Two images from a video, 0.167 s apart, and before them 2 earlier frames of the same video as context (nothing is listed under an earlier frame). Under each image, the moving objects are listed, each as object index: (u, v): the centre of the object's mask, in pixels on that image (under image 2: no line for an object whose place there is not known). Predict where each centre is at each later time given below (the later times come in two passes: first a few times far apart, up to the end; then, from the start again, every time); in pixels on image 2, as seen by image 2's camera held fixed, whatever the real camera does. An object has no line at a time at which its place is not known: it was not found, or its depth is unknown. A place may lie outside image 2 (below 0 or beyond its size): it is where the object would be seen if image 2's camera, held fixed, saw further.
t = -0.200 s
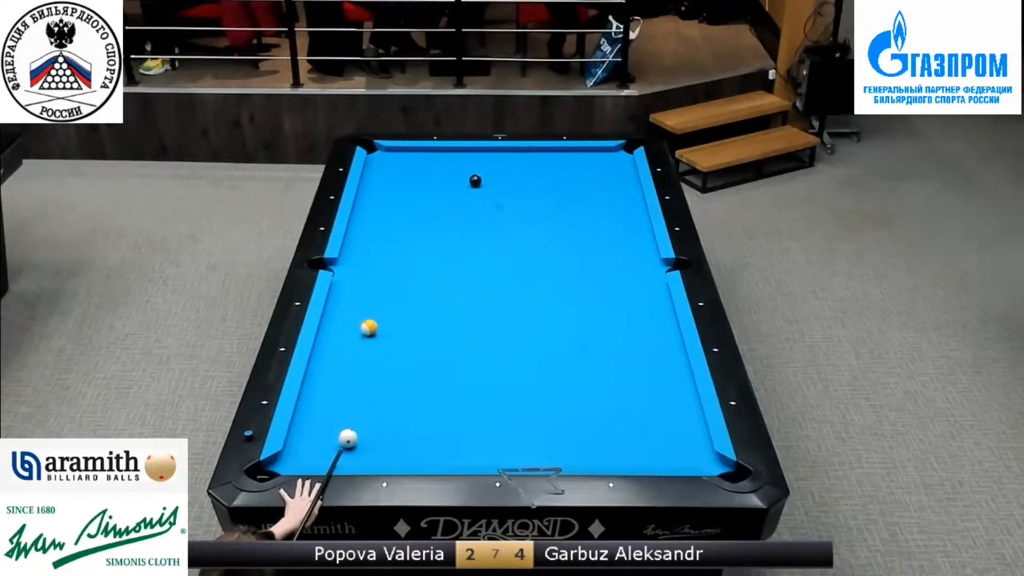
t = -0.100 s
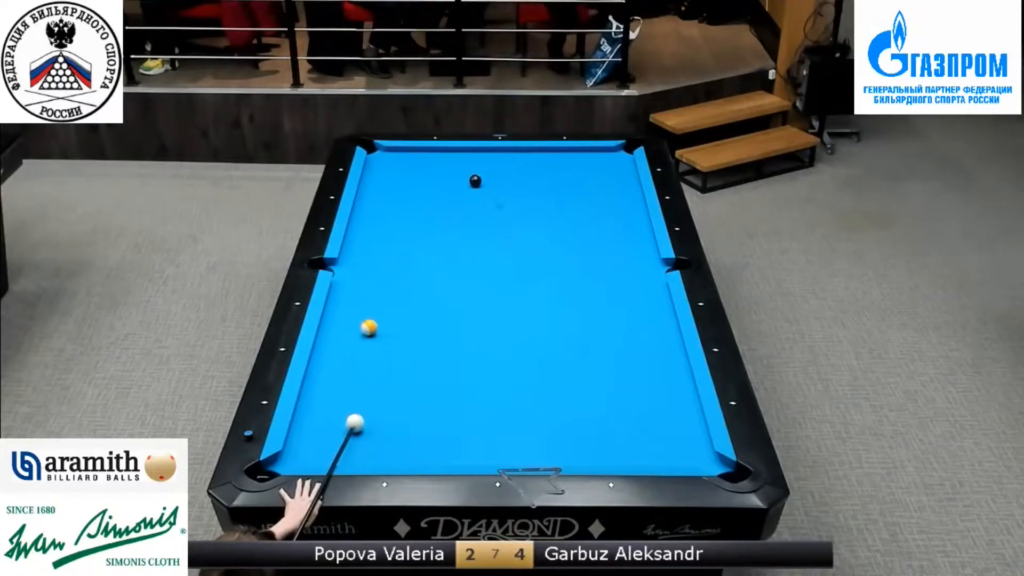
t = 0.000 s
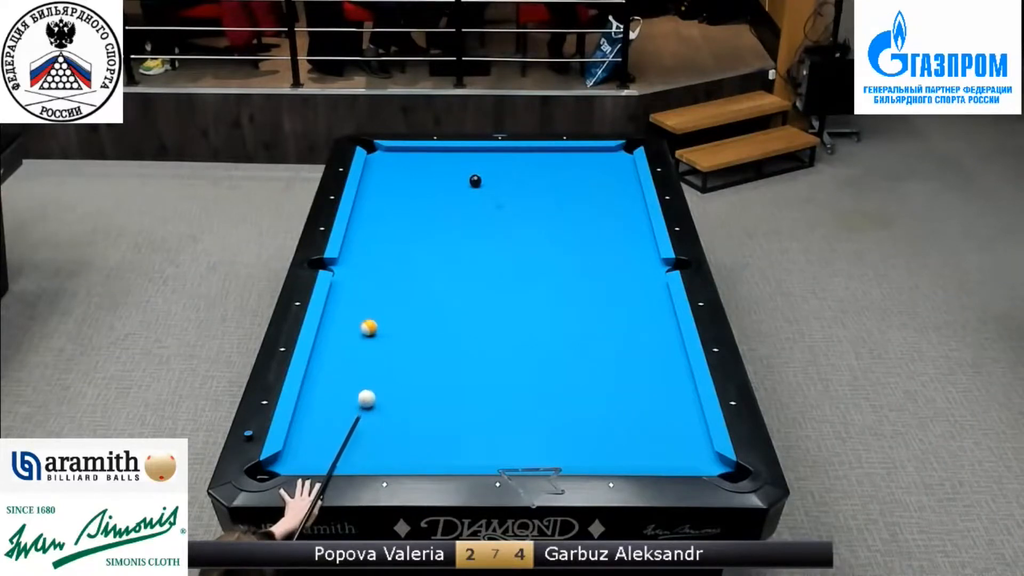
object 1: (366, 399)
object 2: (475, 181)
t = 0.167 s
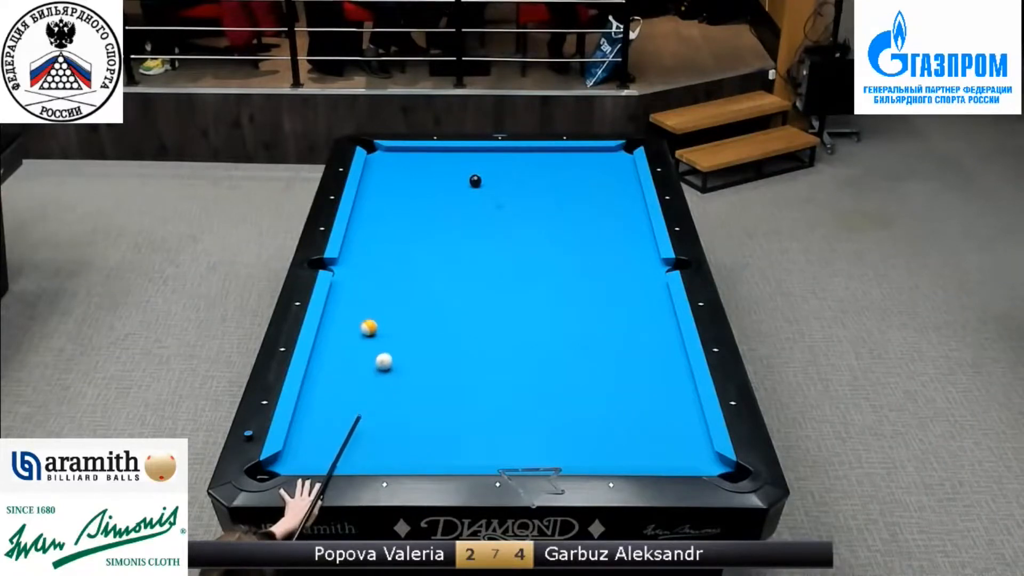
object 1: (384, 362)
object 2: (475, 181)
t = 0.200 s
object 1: (387, 355)
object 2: (475, 181)
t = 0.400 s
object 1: (405, 316)
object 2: (475, 181)
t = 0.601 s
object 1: (421, 283)
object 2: (475, 181)
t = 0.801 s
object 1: (436, 253)
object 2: (475, 181)
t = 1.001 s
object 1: (448, 226)
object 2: (475, 181)
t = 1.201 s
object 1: (460, 202)
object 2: (475, 181)
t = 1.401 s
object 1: (464, 184)
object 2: (481, 177)
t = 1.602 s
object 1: (455, 176)
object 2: (498, 166)
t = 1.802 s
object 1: (446, 169)
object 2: (513, 157)
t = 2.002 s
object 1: (437, 162)
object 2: (525, 152)
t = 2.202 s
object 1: (430, 155)
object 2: (533, 157)
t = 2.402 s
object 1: (423, 150)
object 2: (542, 162)
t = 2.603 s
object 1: (417, 153)
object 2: (550, 167)
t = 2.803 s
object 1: (412, 156)
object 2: (558, 171)
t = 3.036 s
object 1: (407, 160)
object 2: (567, 177)
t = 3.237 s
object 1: (403, 163)
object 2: (574, 181)
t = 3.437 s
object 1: (399, 165)
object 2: (581, 185)
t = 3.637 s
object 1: (395, 167)
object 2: (588, 189)
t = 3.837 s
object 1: (392, 169)
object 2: (594, 192)
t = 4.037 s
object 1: (390, 171)
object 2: (600, 196)
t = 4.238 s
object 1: (387, 173)
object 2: (606, 199)
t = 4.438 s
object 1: (386, 174)
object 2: (611, 202)
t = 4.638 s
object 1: (385, 175)
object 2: (616, 204)
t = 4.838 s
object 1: (384, 176)
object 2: (620, 206)
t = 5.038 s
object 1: (384, 176)
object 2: (625, 208)
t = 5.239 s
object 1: (383, 176)
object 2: (628, 210)
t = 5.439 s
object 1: (383, 176)
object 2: (631, 212)
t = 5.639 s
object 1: (383, 176)
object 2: (634, 213)
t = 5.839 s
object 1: (383, 176)
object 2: (636, 214)
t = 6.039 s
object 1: (383, 176)
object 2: (638, 215)
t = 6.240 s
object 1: (383, 176)
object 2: (639, 215)
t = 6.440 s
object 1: (383, 176)
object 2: (639, 216)
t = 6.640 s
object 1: (383, 177)
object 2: (639, 216)
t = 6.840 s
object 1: (383, 177)
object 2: (639, 216)
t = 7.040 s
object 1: (383, 176)
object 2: (639, 216)
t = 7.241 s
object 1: (383, 176)
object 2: (639, 216)
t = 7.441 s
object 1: (383, 176)
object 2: (639, 216)
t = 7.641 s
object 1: (383, 176)
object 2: (639, 216)
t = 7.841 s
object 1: (383, 177)
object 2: (639, 216)
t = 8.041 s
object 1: (383, 177)
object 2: (639, 216)
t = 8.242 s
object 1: (383, 177)
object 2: (639, 216)
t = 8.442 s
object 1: (383, 177)
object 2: (639, 216)
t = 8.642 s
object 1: (383, 177)
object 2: (639, 216)
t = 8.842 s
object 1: (383, 177)
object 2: (639, 216)
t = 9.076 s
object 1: (383, 177)
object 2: (639, 216)
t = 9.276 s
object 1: (383, 177)
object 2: (639, 216)
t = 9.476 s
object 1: (383, 177)
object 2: (639, 216)
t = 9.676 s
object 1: (383, 177)
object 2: (639, 216)
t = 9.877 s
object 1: (383, 176)
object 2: (639, 216)
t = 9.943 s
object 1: (383, 176)
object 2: (639, 216)
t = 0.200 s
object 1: (387, 355)
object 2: (475, 181)
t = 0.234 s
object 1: (390, 348)
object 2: (475, 181)
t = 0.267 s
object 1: (393, 341)
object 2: (475, 181)
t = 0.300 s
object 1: (396, 335)
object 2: (475, 181)
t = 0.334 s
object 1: (400, 329)
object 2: (475, 181)
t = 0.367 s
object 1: (403, 323)
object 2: (475, 181)
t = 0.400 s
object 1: (405, 316)
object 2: (475, 181)
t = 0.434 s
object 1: (408, 310)
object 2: (475, 181)
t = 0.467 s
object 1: (411, 305)
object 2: (475, 181)
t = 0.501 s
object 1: (414, 299)
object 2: (475, 181)
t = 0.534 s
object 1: (416, 293)
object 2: (475, 181)
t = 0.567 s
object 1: (419, 288)
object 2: (475, 181)
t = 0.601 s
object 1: (421, 283)
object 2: (475, 181)
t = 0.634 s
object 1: (424, 277)
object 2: (475, 181)
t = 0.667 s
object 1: (426, 272)
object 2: (475, 181)
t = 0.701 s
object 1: (429, 267)
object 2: (475, 181)
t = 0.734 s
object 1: (431, 262)
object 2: (475, 181)
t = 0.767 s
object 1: (433, 257)
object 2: (475, 181)
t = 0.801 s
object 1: (436, 253)
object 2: (475, 181)
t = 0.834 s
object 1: (438, 248)
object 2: (475, 181)
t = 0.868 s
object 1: (440, 243)
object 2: (475, 181)
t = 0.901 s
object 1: (442, 239)
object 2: (475, 181)
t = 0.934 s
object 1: (444, 234)
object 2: (475, 181)
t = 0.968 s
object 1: (446, 230)
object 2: (475, 181)
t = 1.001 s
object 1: (448, 226)
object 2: (475, 181)
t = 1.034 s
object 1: (450, 222)
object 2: (475, 181)
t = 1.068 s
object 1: (452, 218)
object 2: (475, 181)
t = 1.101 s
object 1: (454, 214)
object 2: (475, 181)
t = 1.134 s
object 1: (456, 210)
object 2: (475, 181)
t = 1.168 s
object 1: (458, 206)
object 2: (475, 181)
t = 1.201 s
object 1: (460, 202)
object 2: (475, 181)
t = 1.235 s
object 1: (462, 198)
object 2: (475, 181)
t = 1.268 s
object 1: (463, 194)
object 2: (475, 181)
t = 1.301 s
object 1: (465, 191)
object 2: (475, 181)
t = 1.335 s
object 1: (467, 187)
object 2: (476, 180)
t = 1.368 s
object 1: (467, 185)
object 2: (477, 179)
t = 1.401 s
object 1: (464, 184)
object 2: (481, 177)
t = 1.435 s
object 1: (463, 183)
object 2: (484, 175)
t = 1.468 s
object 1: (461, 182)
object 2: (487, 173)
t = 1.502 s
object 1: (459, 180)
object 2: (490, 171)
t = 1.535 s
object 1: (458, 179)
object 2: (493, 170)
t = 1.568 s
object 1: (456, 178)
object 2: (495, 168)
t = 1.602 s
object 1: (455, 176)
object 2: (498, 166)
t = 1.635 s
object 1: (453, 175)
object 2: (501, 164)
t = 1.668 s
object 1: (452, 174)
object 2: (503, 163)
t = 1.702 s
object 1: (450, 172)
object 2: (505, 161)
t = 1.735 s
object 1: (449, 171)
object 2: (508, 160)
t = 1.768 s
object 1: (447, 170)
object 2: (511, 159)
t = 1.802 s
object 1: (446, 169)
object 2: (513, 157)
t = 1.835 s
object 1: (444, 168)
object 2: (515, 155)
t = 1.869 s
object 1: (443, 166)
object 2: (518, 154)
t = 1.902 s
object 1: (441, 165)
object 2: (520, 152)
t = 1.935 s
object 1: (440, 164)
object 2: (522, 151)
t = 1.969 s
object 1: (439, 163)
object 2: (524, 151)
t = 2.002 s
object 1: (437, 162)
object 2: (525, 152)
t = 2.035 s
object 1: (436, 161)
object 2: (526, 153)
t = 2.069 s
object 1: (435, 160)
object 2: (528, 154)
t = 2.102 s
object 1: (433, 159)
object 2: (529, 154)
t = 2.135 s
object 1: (432, 157)
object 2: (531, 155)
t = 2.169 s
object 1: (431, 156)
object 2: (532, 156)
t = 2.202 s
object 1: (430, 155)
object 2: (533, 157)
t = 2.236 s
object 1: (429, 154)
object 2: (535, 158)
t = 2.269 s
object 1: (427, 153)
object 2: (536, 158)
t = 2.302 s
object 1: (426, 152)
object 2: (538, 160)
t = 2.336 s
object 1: (425, 151)
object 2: (539, 160)
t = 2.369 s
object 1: (424, 150)
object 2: (540, 161)
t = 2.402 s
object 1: (423, 150)
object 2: (542, 162)
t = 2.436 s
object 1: (422, 150)
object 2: (543, 163)
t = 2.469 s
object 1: (421, 151)
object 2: (545, 164)
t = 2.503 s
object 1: (420, 152)
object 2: (546, 164)
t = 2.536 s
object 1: (419, 152)
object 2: (547, 165)
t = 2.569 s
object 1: (418, 153)
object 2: (549, 166)
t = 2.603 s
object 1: (417, 153)
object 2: (550, 167)
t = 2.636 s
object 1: (416, 154)
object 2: (551, 168)
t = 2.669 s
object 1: (416, 154)
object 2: (552, 168)
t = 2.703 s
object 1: (415, 155)
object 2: (554, 169)
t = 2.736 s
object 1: (414, 155)
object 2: (555, 170)
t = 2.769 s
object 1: (413, 156)
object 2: (556, 171)
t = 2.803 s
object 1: (412, 156)
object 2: (558, 171)
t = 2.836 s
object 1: (412, 157)
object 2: (559, 172)
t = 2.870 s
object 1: (411, 157)
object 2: (560, 173)
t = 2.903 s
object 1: (410, 158)
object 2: (562, 174)
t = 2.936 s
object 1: (409, 158)
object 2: (563, 174)
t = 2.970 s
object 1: (408, 159)
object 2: (564, 175)
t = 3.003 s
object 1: (408, 160)
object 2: (566, 176)
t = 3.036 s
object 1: (407, 160)
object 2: (567, 177)
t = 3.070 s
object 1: (406, 160)
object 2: (568, 177)
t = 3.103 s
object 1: (406, 161)
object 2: (569, 178)
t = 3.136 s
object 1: (405, 161)
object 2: (570, 179)
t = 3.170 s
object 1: (404, 162)
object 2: (572, 180)
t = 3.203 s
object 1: (403, 162)
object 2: (573, 180)
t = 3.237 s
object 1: (403, 163)
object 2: (574, 181)
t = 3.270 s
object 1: (402, 163)
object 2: (575, 181)
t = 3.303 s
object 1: (401, 164)
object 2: (576, 182)
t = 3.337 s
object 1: (401, 164)
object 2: (578, 183)
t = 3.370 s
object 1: (400, 164)
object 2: (579, 183)
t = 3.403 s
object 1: (399, 165)
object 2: (580, 184)
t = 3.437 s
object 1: (399, 165)
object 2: (581, 185)
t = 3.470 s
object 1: (398, 166)
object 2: (582, 186)
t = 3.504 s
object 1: (398, 166)
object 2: (583, 186)
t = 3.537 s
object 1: (397, 166)
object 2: (585, 187)
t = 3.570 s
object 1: (397, 167)
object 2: (586, 188)
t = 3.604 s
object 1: (396, 167)
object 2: (587, 188)
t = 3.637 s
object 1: (395, 167)
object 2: (588, 189)
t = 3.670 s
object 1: (395, 168)
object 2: (589, 189)
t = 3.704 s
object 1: (394, 168)
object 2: (590, 190)
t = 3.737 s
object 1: (394, 168)
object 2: (591, 190)
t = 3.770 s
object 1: (393, 169)
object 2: (592, 191)
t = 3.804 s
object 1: (393, 169)
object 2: (593, 191)
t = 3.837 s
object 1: (392, 169)
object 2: (594, 192)
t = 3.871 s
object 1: (392, 170)
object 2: (595, 193)
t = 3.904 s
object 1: (391, 170)
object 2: (596, 193)
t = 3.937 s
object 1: (391, 170)
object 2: (597, 194)
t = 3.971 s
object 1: (391, 171)
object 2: (598, 194)
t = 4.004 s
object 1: (390, 171)
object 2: (599, 195)
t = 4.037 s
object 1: (390, 171)
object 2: (600, 196)
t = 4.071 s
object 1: (389, 172)
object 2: (601, 196)
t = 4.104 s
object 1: (389, 172)
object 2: (602, 197)
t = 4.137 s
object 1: (389, 172)
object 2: (603, 197)
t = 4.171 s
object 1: (388, 172)
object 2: (604, 197)
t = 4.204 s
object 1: (388, 173)
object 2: (605, 198)
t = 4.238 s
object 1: (387, 173)
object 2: (606, 199)
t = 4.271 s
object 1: (387, 173)
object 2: (607, 199)
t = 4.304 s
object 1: (387, 173)
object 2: (608, 200)
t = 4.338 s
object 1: (387, 174)
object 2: (609, 200)
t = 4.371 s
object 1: (386, 174)
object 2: (609, 200)
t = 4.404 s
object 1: (386, 174)
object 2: (611, 201)
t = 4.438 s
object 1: (386, 174)
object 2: (611, 202)
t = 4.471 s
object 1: (386, 174)
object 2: (612, 202)
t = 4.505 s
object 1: (385, 174)
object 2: (613, 202)
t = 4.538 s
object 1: (385, 175)
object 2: (614, 203)
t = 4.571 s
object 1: (385, 175)
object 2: (615, 203)
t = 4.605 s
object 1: (385, 175)
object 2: (615, 204)
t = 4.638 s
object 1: (385, 175)
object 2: (616, 204)
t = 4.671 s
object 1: (384, 175)
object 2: (617, 205)
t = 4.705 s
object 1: (384, 175)
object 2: (618, 205)
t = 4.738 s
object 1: (384, 175)
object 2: (618, 205)
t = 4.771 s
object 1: (384, 176)
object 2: (619, 206)
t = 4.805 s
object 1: (384, 176)
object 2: (620, 206)
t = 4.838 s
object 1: (384, 176)
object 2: (620, 206)
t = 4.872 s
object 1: (384, 176)
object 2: (621, 207)
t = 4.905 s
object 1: (384, 176)
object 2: (622, 207)
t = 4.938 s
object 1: (384, 176)
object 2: (622, 208)
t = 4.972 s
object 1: (384, 176)
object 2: (623, 208)
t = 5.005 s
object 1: (384, 176)
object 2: (624, 208)
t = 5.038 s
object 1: (384, 176)
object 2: (625, 208)
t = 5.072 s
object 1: (384, 176)
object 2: (625, 209)
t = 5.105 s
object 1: (384, 176)
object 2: (626, 209)
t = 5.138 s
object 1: (383, 176)
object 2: (626, 209)
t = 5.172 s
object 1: (384, 176)
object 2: (627, 210)
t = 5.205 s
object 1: (383, 176)
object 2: (627, 210)
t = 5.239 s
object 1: (383, 176)
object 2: (628, 210)
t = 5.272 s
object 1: (383, 176)
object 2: (629, 211)
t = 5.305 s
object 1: (383, 176)
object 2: (629, 211)
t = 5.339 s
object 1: (383, 176)
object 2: (630, 211)
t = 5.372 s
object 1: (383, 176)
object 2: (630, 211)
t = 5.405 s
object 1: (383, 176)
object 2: (631, 212)
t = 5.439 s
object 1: (383, 176)
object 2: (631, 212)
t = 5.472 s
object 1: (383, 176)
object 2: (632, 212)
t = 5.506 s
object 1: (383, 176)
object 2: (632, 213)
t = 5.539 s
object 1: (383, 176)
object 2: (633, 213)
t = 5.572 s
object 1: (383, 176)
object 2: (633, 213)
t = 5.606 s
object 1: (383, 176)
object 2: (634, 213)
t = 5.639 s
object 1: (383, 176)
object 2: (634, 213)
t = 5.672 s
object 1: (383, 176)
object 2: (634, 213)
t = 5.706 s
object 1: (383, 176)
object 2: (635, 214)
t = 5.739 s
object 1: (383, 176)
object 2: (635, 214)
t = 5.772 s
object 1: (383, 176)
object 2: (636, 214)
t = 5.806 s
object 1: (383, 176)
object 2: (636, 214)
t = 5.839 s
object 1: (383, 176)
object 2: (636, 214)
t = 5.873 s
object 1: (383, 176)
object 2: (636, 214)
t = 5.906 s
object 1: (383, 176)
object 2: (637, 215)
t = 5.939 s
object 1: (383, 176)
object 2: (637, 215)
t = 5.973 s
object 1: (383, 176)
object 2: (637, 215)
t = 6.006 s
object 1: (383, 176)
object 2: (638, 215)
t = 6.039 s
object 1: (383, 176)
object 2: (638, 215)
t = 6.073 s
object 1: (383, 176)
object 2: (638, 215)
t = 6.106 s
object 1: (383, 176)
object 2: (638, 215)
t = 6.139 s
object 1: (383, 176)
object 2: (638, 215)
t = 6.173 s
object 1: (383, 176)
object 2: (639, 215)
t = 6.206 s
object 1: (383, 176)
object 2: (639, 215)
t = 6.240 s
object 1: (383, 176)
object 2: (639, 215)
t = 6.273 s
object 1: (383, 176)
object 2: (639, 216)
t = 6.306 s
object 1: (383, 176)
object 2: (639, 216)
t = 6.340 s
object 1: (383, 176)
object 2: (639, 216)
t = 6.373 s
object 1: (383, 176)
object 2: (639, 216)
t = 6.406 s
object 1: (383, 176)
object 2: (639, 216)
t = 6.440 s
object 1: (383, 176)
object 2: (639, 216)
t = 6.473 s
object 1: (383, 176)
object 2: (639, 216)
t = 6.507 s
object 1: (383, 176)
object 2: (639, 216)
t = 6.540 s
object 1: (383, 176)
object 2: (639, 216)
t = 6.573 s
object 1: (383, 176)
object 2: (639, 216)
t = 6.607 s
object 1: (383, 177)
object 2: (639, 216)
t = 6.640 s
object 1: (383, 177)
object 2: (639, 216)
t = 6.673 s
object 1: (383, 176)
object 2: (639, 216)
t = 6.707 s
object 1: (383, 177)
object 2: (639, 216)
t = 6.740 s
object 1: (383, 177)
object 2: (639, 216)
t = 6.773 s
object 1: (383, 177)
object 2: (639, 216)
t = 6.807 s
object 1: (383, 177)
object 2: (639, 216)
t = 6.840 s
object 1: (383, 177)
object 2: (639, 216)
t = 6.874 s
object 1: (383, 176)
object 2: (639, 216)
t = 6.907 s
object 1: (383, 176)
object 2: (639, 216)
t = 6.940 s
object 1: (383, 177)
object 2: (639, 216)
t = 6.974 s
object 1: (383, 177)
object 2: (639, 216)
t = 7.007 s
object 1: (383, 176)
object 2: (639, 216)
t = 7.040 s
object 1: (383, 176)
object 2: (639, 216)
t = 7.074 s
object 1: (383, 176)
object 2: (639, 216)
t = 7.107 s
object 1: (383, 176)
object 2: (639, 216)
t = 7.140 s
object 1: (383, 176)
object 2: (639, 216)
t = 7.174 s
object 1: (383, 176)
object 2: (639, 216)
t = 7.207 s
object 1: (383, 176)
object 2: (639, 216)
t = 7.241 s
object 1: (383, 176)
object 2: (639, 216)
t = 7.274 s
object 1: (383, 176)
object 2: (639, 216)
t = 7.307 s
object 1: (383, 176)
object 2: (639, 216)
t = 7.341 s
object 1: (383, 176)
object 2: (639, 216)
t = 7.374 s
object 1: (383, 176)
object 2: (639, 216)
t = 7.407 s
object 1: (383, 176)
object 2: (639, 216)
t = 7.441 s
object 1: (383, 176)
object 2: (639, 216)
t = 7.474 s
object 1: (383, 176)
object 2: (639, 216)
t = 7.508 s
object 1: (383, 176)
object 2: (639, 216)
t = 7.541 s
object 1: (383, 176)
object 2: (639, 216)
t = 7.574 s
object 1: (383, 176)
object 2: (639, 216)
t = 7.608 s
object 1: (383, 176)
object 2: (639, 216)
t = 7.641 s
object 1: (383, 176)
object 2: (639, 216)
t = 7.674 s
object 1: (383, 176)
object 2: (639, 216)
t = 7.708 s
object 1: (383, 176)
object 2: (639, 216)
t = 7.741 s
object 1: (383, 177)
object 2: (639, 216)
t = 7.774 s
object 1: (383, 177)
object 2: (639, 216)
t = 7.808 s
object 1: (383, 177)
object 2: (639, 216)
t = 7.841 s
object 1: (383, 177)
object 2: (639, 216)
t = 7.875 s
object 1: (383, 177)
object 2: (639, 216)
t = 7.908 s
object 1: (383, 176)
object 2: (639, 216)
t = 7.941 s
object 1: (383, 177)
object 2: (639, 216)
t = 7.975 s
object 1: (383, 177)
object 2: (639, 216)
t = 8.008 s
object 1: (383, 177)
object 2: (639, 216)
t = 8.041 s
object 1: (383, 177)
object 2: (639, 216)
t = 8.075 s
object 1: (383, 177)
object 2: (639, 216)
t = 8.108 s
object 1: (383, 177)
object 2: (639, 216)
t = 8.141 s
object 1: (383, 177)
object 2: (639, 216)
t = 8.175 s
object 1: (383, 177)
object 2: (639, 216)
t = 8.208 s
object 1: (383, 177)
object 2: (639, 216)
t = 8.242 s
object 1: (383, 177)
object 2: (639, 216)
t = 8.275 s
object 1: (383, 177)
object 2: (639, 216)
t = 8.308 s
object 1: (383, 177)
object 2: (639, 216)
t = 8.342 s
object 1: (383, 177)
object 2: (639, 216)
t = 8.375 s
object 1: (383, 177)
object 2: (639, 216)
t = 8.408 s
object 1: (383, 177)
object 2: (639, 216)
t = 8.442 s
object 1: (383, 177)
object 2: (639, 216)
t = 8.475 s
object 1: (383, 177)
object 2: (639, 216)
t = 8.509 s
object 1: (383, 177)
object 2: (639, 216)
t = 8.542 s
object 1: (383, 177)
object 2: (639, 216)
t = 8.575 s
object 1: (383, 177)
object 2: (639, 216)
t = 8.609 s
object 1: (383, 177)
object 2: (639, 216)
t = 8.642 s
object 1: (383, 177)
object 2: (639, 216)
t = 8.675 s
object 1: (383, 177)
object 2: (639, 216)
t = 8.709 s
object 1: (383, 177)
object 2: (639, 216)
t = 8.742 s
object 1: (383, 177)
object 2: (639, 216)
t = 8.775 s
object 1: (383, 177)
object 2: (639, 216)
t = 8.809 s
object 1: (383, 177)
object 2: (639, 216)
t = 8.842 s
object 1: (383, 177)
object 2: (639, 216)
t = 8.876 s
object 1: (383, 177)
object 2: (639, 216)
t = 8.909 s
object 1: (383, 177)
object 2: (639, 216)
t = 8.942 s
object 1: (383, 177)
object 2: (639, 216)
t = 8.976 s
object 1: (383, 177)
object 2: (639, 216)
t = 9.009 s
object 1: (383, 177)
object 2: (639, 216)
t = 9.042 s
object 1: (383, 177)
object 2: (639, 216)
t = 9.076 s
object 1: (383, 177)
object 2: (639, 216)
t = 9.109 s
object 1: (383, 177)
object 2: (639, 216)
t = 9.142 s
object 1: (383, 177)
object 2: (639, 216)
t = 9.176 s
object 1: (383, 177)
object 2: (639, 216)
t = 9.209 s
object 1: (383, 177)
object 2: (639, 216)
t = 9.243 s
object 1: (383, 177)
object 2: (639, 216)
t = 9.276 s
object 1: (383, 177)
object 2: (639, 216)
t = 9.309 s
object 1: (383, 177)
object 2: (639, 216)
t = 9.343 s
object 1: (383, 177)
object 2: (639, 216)
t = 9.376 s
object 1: (383, 177)
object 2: (639, 216)
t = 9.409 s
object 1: (383, 177)
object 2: (639, 216)
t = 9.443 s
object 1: (383, 177)
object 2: (639, 216)
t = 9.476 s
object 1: (383, 177)
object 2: (639, 216)
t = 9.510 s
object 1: (383, 177)
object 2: (639, 216)
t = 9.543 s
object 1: (383, 177)
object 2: (639, 216)
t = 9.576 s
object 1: (383, 177)
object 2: (639, 216)
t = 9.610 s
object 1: (383, 177)
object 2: (639, 216)
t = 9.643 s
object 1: (383, 177)
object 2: (639, 216)
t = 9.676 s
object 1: (383, 177)
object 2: (639, 216)
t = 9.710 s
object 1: (383, 177)
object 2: (639, 216)
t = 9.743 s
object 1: (383, 176)
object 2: (639, 216)
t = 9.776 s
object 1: (383, 176)
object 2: (639, 216)
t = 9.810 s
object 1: (383, 176)
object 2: (639, 216)
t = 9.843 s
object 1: (383, 176)
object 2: (639, 216)
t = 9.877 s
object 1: (383, 176)
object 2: (639, 216)
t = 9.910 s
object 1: (383, 176)
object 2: (639, 216)
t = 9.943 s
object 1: (383, 176)
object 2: (639, 216)
